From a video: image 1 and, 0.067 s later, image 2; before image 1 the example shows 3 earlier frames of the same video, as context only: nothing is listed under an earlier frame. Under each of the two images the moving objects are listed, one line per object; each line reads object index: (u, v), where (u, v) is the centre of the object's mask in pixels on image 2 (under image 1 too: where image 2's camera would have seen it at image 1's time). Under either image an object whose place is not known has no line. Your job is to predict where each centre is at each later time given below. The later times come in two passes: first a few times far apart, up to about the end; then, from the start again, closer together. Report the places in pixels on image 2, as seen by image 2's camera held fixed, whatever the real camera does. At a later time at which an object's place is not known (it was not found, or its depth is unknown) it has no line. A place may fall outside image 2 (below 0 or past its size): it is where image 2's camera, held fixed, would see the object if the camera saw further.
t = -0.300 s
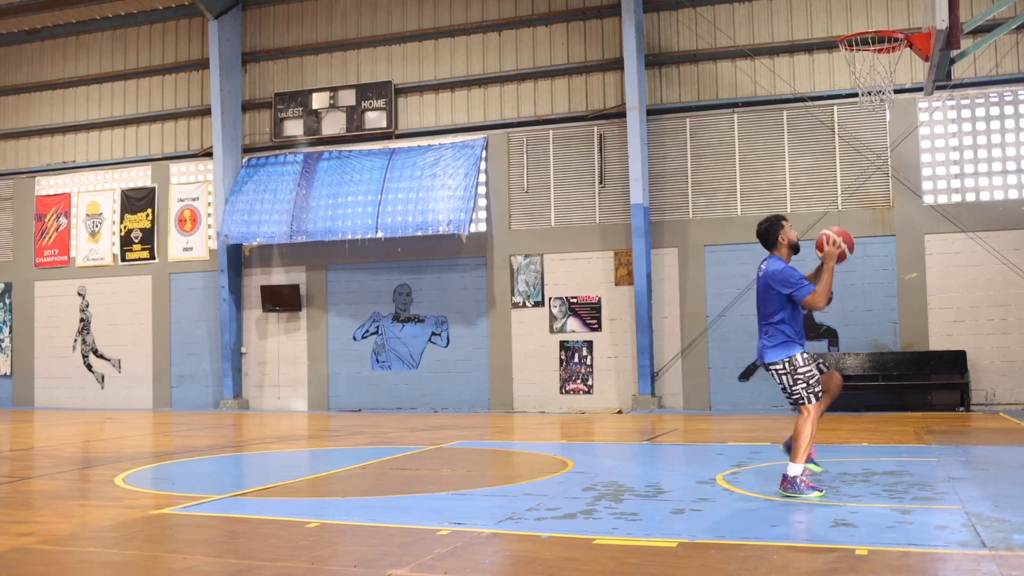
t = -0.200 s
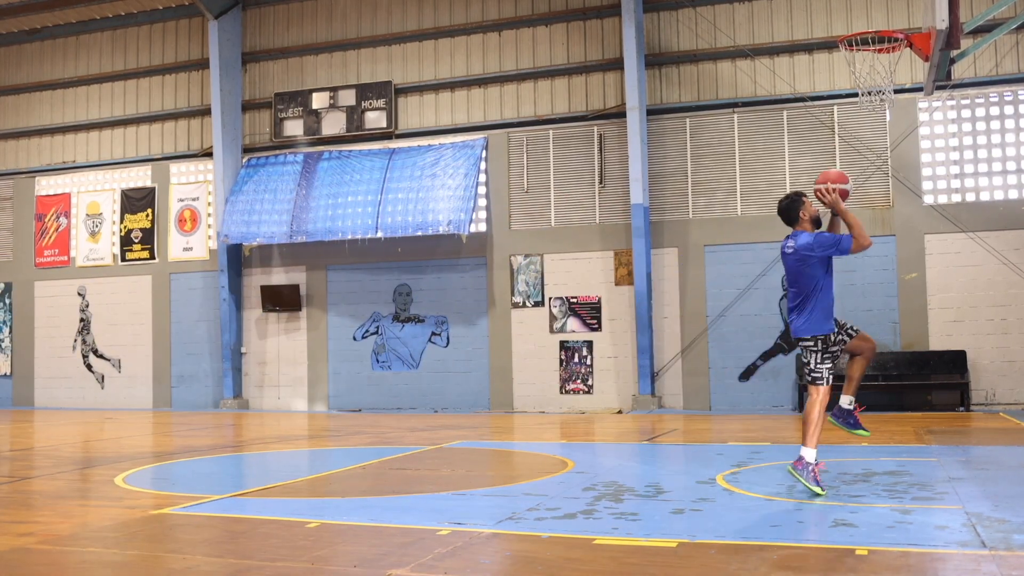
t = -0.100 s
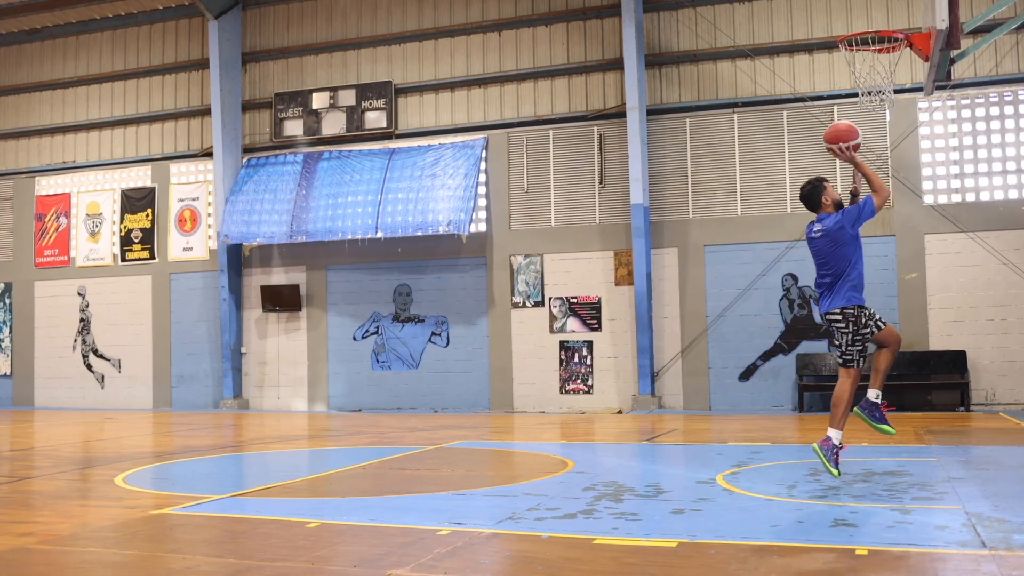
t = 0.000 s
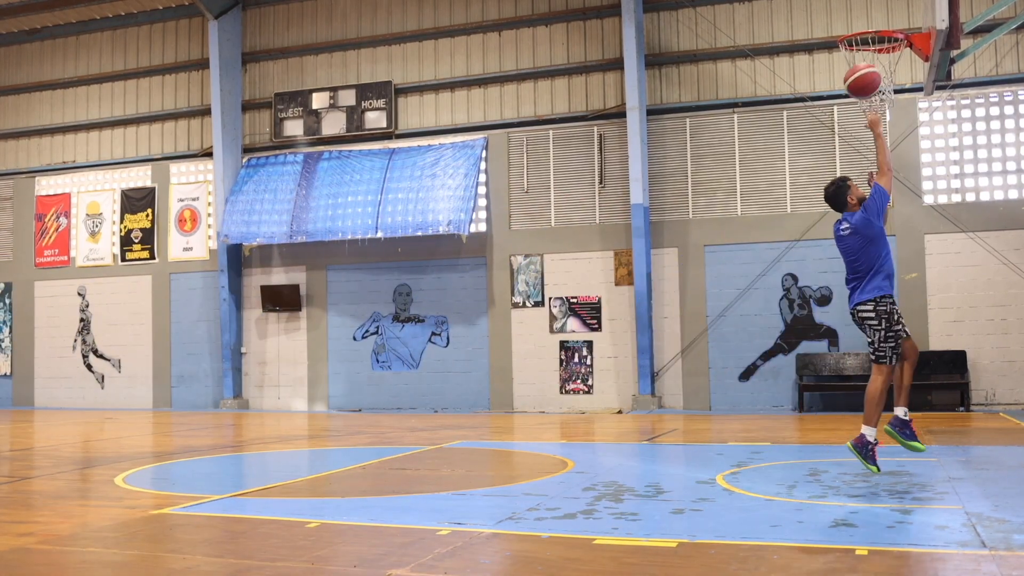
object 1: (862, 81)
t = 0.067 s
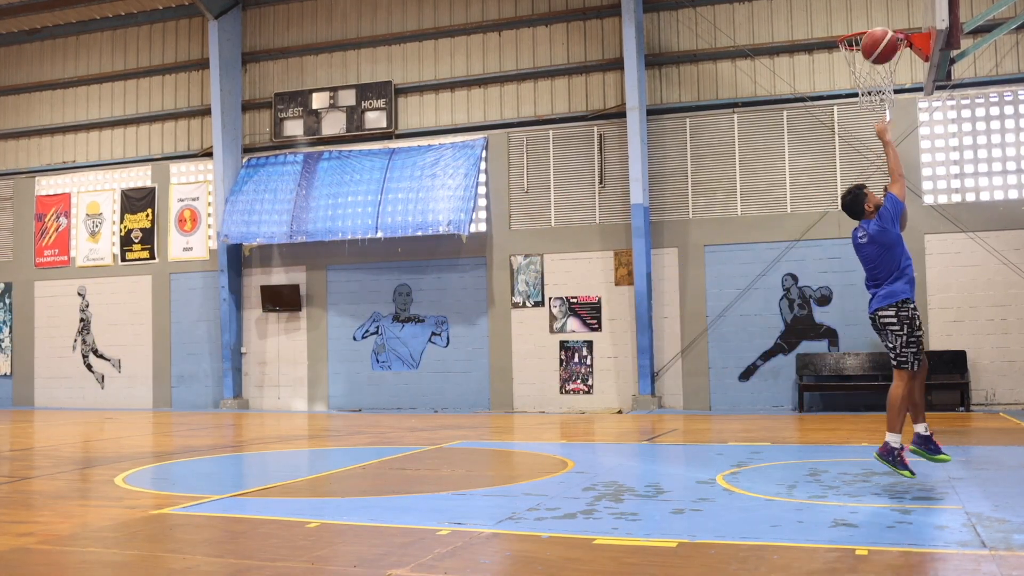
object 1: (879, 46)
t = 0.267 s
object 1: (898, 6)
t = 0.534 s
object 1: (862, 36)
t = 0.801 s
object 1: (901, 72)
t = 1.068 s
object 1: (895, 134)
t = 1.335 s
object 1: (892, 295)
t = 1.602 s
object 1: (885, 406)
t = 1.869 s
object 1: (863, 270)
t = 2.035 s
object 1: (852, 236)
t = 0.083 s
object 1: (884, 39)
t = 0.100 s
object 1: (888, 32)
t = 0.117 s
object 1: (892, 25)
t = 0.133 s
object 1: (896, 18)
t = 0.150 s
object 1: (900, 14)
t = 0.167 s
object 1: (904, 11)
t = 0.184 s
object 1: (907, 9)
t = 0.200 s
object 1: (910, 7)
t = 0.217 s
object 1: (908, 7)
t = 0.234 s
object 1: (904, 6)
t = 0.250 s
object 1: (901, 6)
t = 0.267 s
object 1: (898, 6)
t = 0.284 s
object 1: (894, 6)
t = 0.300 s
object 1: (890, 6)
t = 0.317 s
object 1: (887, 7)
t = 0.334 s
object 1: (883, 8)
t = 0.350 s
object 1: (880, 9)
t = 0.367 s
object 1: (877, 10)
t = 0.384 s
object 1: (873, 11)
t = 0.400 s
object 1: (870, 13)
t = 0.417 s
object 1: (867, 15)
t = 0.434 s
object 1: (864, 16)
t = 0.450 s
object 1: (861, 19)
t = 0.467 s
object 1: (857, 22)
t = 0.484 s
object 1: (854, 31)
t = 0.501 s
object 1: (856, 33)
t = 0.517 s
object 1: (858, 34)
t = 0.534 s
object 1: (862, 36)
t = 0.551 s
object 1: (868, 38)
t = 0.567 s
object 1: (870, 41)
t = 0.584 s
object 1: (873, 46)
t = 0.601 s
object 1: (877, 48)
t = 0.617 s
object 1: (882, 51)
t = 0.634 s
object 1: (886, 53)
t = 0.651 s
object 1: (889, 58)
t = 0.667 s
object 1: (893, 60)
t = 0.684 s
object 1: (895, 64)
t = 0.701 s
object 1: (897, 65)
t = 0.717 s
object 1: (899, 66)
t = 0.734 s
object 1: (900, 67)
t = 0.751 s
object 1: (901, 68)
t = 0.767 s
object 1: (901, 69)
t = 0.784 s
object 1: (901, 69)
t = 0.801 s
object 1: (901, 72)
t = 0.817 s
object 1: (901, 73)
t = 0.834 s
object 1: (901, 74)
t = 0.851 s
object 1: (900, 76)
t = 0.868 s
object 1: (899, 79)
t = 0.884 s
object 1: (899, 82)
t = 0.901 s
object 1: (898, 85)
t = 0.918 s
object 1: (898, 88)
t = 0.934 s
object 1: (898, 91)
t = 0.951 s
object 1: (898, 95)
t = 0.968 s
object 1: (897, 99)
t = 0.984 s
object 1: (896, 104)
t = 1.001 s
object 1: (896, 109)
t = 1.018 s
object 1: (896, 115)
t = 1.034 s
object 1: (896, 121)
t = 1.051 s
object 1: (895, 127)
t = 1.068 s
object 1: (895, 134)
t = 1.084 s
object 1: (895, 141)
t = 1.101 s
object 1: (894, 148)
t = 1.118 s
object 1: (894, 156)
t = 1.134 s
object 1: (894, 164)
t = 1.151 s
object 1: (893, 173)
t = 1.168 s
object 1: (893, 182)
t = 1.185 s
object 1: (893, 192)
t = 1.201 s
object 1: (893, 202)
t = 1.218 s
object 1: (892, 212)
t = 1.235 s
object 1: (892, 223)
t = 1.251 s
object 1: (892, 234)
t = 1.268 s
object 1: (892, 245)
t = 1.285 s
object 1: (892, 257)
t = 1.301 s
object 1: (892, 270)
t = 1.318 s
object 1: (892, 282)
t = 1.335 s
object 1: (892, 295)
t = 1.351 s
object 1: (892, 309)
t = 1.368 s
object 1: (892, 323)
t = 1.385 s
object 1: (892, 337)
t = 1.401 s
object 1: (892, 352)
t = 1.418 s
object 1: (892, 367)
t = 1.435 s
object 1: (892, 383)
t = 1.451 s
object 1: (892, 398)
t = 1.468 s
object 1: (892, 414)
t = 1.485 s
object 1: (892, 432)
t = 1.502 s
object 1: (892, 449)
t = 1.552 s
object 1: (889, 443)
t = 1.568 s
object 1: (888, 430)
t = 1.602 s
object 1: (885, 406)
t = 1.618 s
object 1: (884, 394)
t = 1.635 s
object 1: (882, 384)
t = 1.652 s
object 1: (881, 373)
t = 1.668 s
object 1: (880, 363)
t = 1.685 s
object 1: (878, 352)
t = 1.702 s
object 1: (877, 343)
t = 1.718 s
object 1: (875, 334)
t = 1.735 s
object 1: (874, 325)
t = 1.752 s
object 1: (873, 317)
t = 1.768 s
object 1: (871, 309)
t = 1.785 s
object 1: (870, 302)
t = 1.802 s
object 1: (869, 295)
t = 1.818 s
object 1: (867, 288)
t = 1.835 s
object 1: (866, 281)
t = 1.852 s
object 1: (865, 276)
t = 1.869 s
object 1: (863, 270)
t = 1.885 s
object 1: (862, 265)
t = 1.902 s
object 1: (861, 260)
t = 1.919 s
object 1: (860, 256)
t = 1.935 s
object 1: (859, 252)
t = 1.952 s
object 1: (858, 248)
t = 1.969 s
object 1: (857, 245)
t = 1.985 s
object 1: (855, 242)
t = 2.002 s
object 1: (854, 240)
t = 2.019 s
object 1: (853, 238)
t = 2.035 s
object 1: (852, 236)
